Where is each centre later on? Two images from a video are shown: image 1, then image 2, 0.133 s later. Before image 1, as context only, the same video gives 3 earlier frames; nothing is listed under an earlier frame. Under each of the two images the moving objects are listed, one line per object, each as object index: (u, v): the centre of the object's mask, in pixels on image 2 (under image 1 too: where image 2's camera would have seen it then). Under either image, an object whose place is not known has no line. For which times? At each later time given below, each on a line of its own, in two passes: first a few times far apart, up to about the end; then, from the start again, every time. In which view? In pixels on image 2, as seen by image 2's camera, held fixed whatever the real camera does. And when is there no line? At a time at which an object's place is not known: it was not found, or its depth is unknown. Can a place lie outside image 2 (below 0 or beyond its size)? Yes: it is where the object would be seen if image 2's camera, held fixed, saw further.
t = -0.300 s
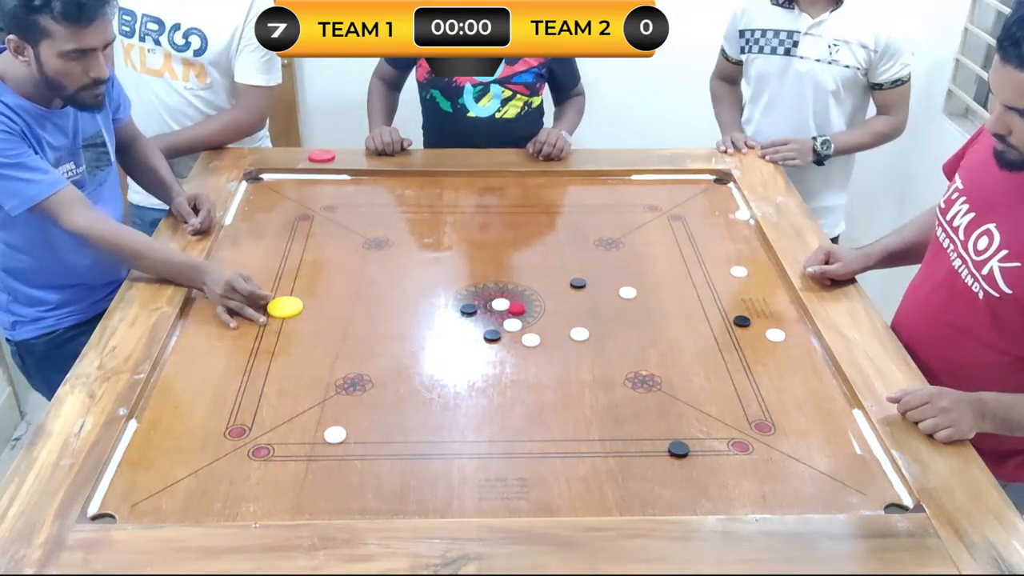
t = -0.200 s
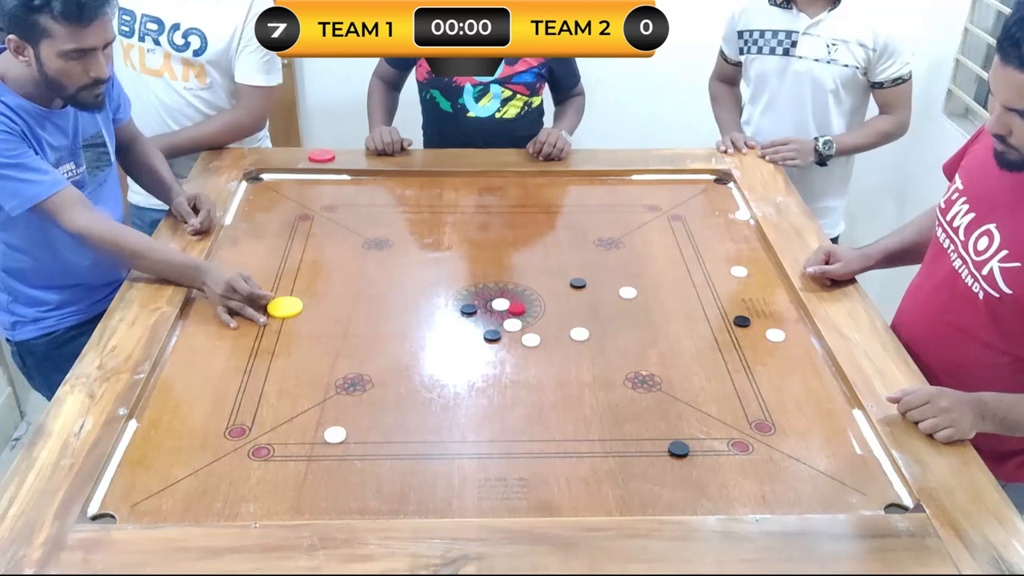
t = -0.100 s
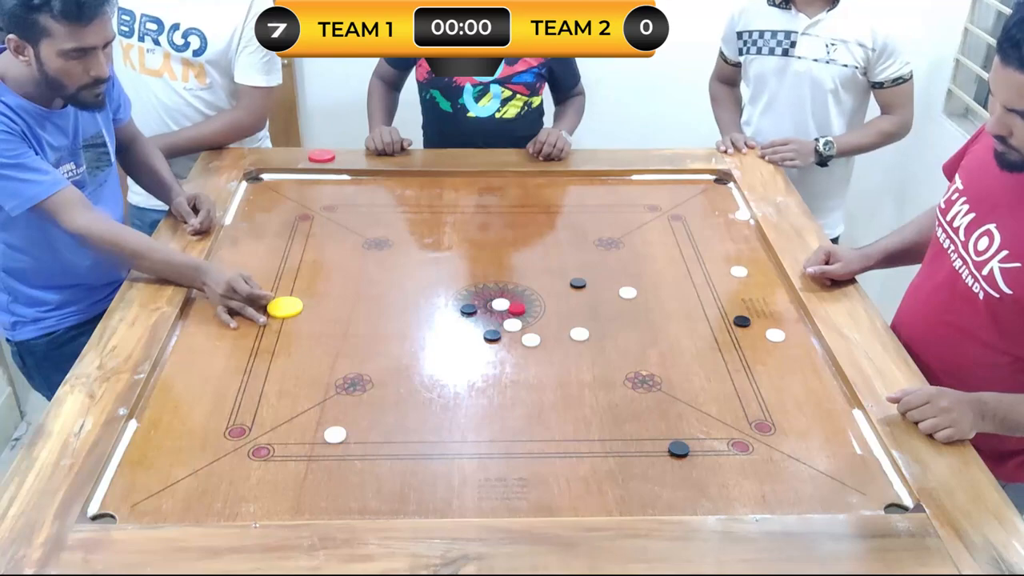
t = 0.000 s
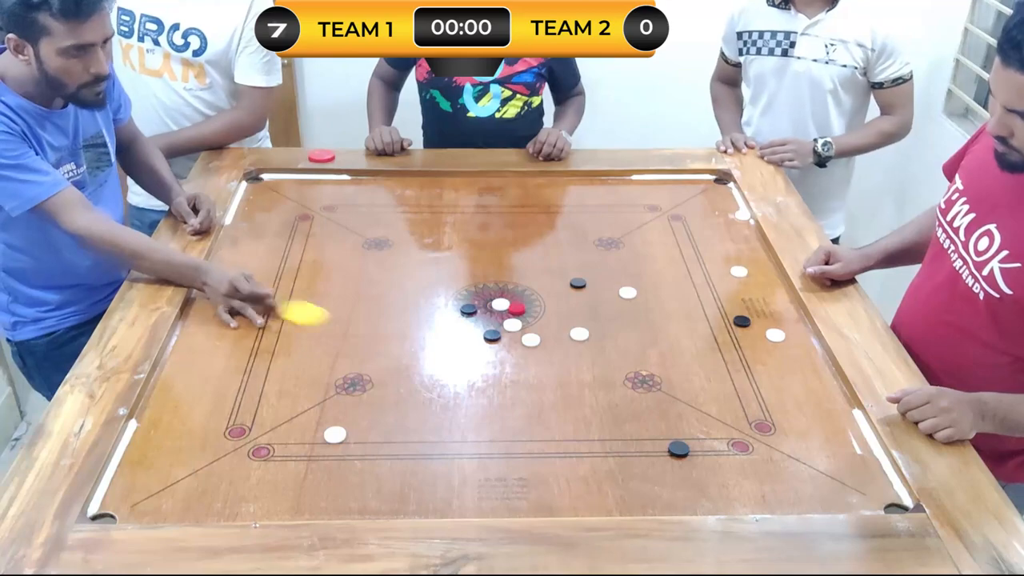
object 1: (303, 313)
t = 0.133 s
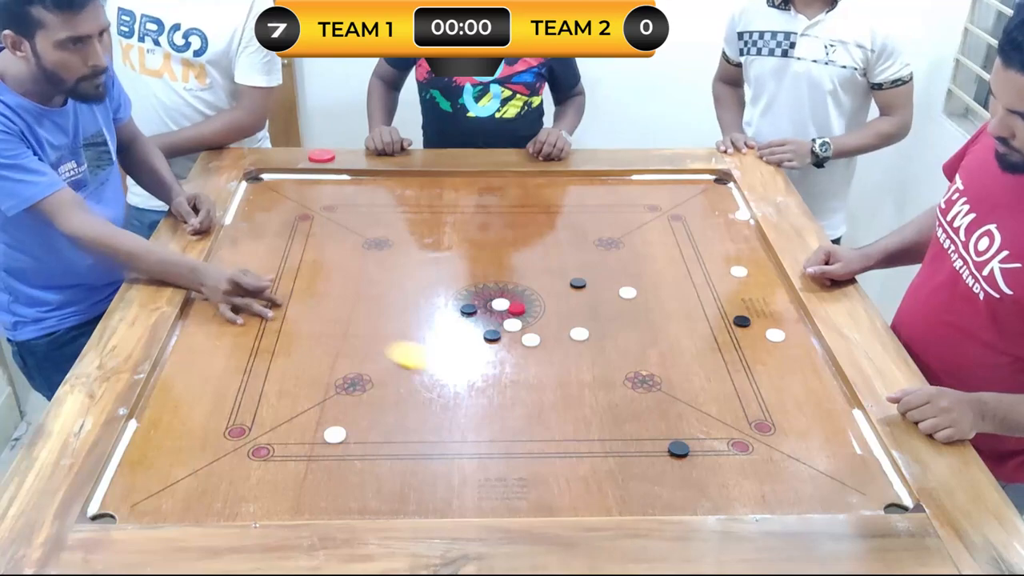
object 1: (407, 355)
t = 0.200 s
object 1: (477, 385)
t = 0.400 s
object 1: (645, 445)
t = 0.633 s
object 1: (768, 503)
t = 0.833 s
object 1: (817, 502)
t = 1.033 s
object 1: (829, 502)
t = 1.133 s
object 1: (829, 502)
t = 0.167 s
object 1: (433, 367)
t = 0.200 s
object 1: (477, 385)
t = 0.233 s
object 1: (500, 390)
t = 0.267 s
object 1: (528, 400)
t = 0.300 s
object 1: (556, 411)
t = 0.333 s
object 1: (586, 422)
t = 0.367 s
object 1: (617, 434)
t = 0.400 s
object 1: (645, 445)
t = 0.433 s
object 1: (665, 456)
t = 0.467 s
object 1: (684, 466)
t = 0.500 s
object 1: (702, 476)
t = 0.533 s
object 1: (721, 485)
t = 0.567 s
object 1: (738, 495)
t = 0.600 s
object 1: (755, 501)
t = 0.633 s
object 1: (768, 503)
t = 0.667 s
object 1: (780, 503)
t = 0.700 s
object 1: (789, 503)
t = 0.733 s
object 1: (798, 503)
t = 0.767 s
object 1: (805, 502)
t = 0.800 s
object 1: (811, 502)
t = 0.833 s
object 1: (817, 502)
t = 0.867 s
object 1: (821, 502)
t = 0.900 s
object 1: (825, 502)
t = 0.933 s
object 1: (827, 502)
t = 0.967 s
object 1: (829, 502)
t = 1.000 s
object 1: (829, 502)
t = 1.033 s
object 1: (829, 502)
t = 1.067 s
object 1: (829, 502)
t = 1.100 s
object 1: (829, 502)
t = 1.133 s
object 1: (829, 502)
